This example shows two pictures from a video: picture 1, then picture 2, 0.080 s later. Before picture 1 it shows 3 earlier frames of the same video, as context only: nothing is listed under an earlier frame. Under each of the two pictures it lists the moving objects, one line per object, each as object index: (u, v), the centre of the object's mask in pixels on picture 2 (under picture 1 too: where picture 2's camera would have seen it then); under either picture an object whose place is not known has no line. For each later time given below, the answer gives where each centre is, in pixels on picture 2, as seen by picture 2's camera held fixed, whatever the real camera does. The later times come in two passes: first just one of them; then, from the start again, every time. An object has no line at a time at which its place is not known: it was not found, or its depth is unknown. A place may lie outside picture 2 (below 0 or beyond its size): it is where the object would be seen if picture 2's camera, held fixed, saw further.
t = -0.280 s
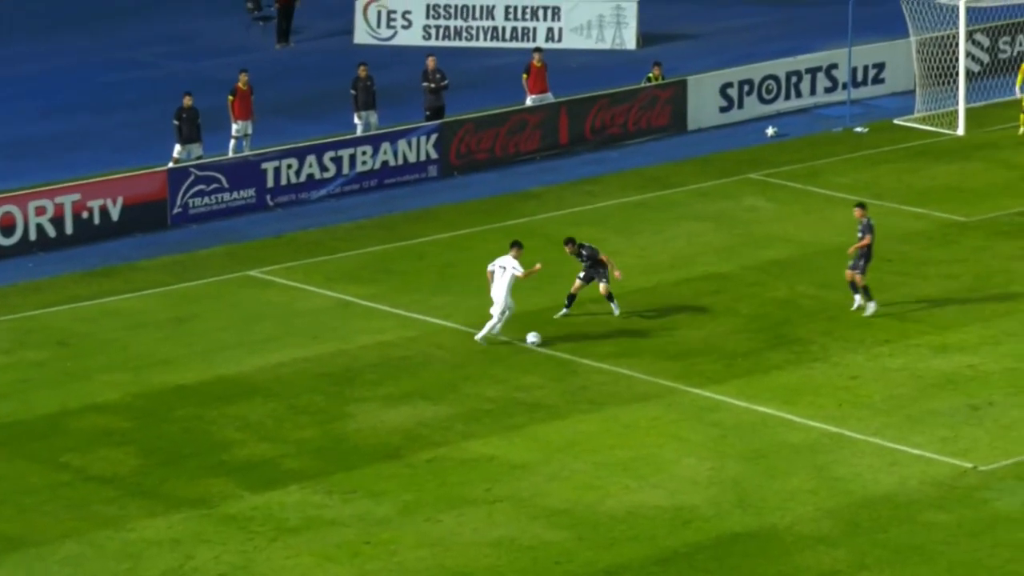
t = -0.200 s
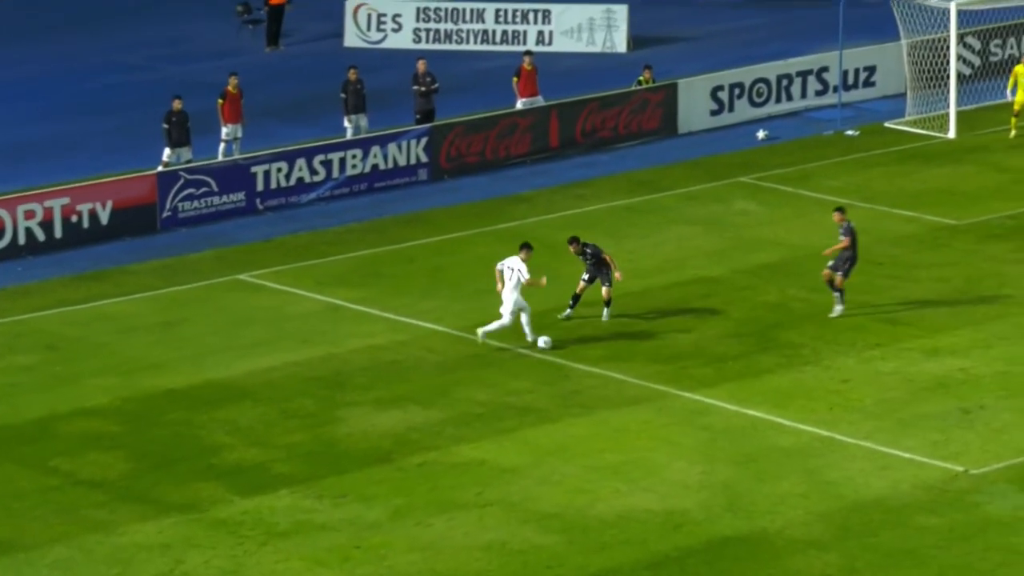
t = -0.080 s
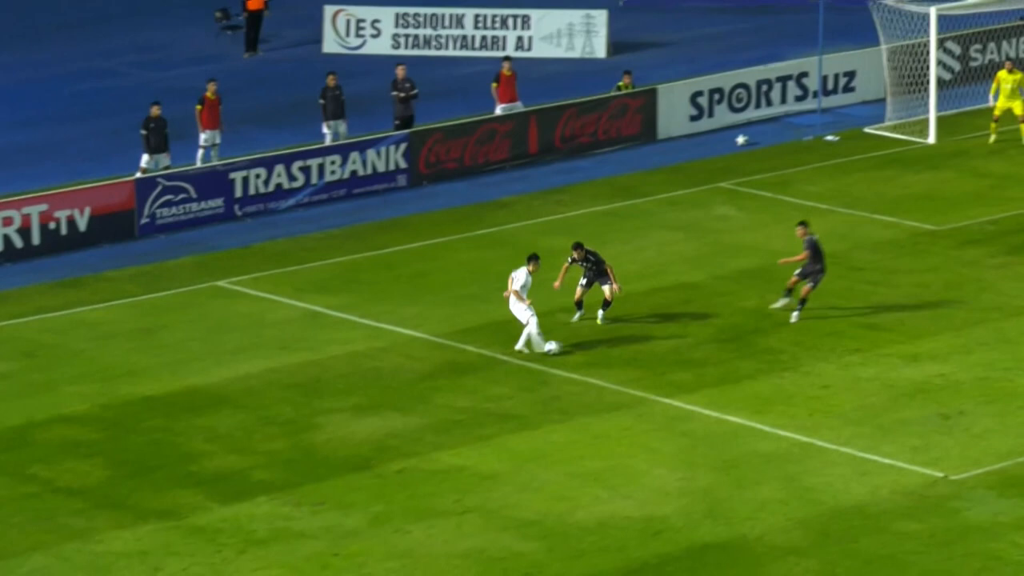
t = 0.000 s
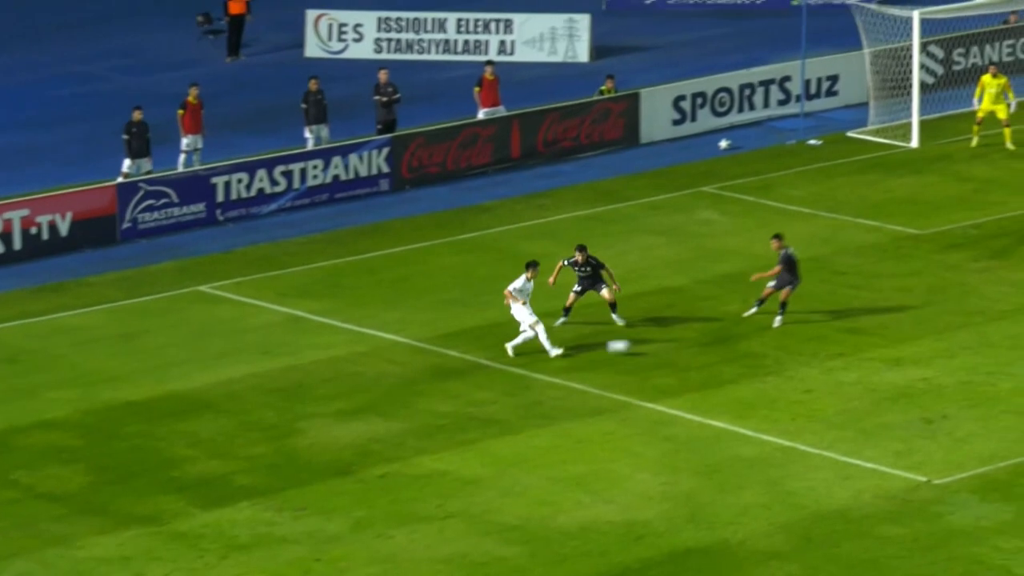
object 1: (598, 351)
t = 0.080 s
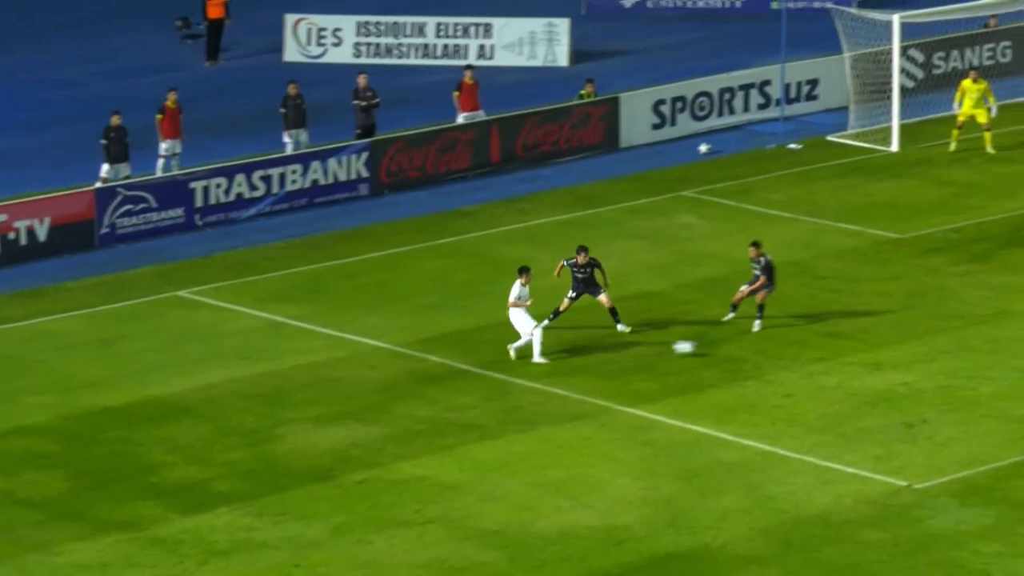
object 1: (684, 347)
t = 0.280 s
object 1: (877, 331)
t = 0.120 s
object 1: (726, 347)
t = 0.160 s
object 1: (765, 342)
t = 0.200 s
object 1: (802, 337)
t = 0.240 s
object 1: (840, 333)
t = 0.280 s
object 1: (877, 331)
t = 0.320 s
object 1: (914, 329)
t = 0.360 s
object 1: (950, 330)
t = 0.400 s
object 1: (987, 331)
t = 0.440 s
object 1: (1020, 329)
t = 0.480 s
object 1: (1053, 325)
